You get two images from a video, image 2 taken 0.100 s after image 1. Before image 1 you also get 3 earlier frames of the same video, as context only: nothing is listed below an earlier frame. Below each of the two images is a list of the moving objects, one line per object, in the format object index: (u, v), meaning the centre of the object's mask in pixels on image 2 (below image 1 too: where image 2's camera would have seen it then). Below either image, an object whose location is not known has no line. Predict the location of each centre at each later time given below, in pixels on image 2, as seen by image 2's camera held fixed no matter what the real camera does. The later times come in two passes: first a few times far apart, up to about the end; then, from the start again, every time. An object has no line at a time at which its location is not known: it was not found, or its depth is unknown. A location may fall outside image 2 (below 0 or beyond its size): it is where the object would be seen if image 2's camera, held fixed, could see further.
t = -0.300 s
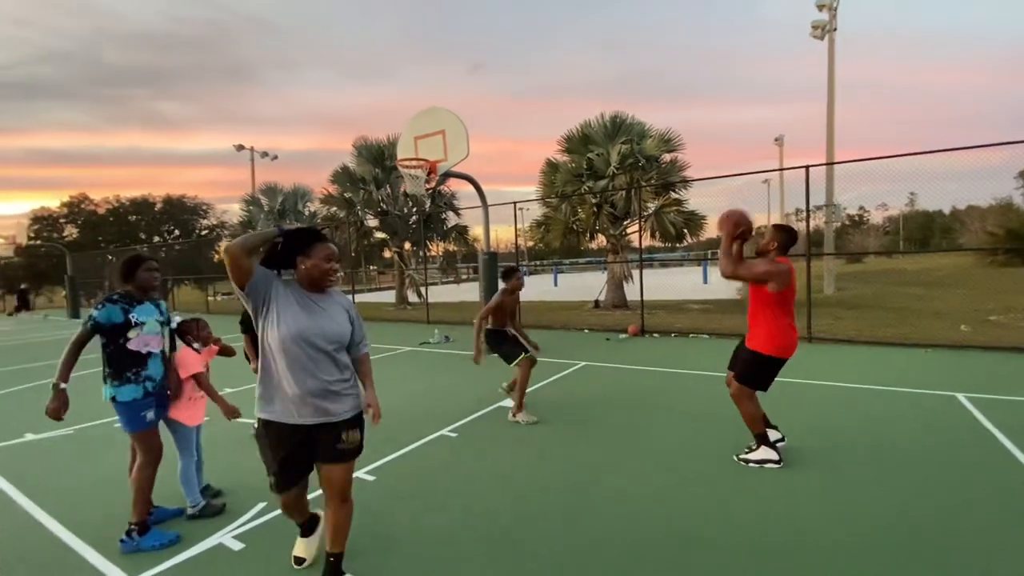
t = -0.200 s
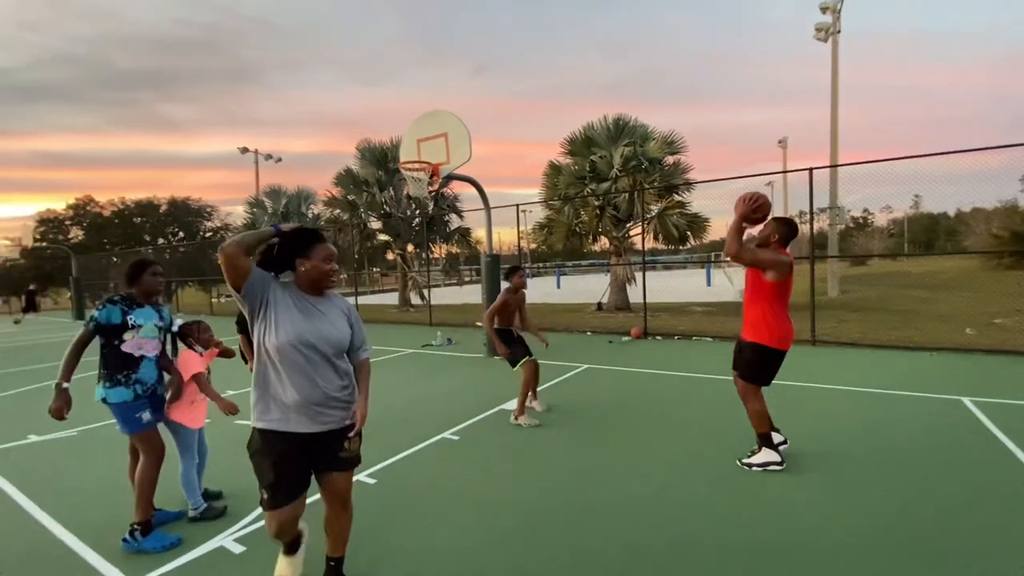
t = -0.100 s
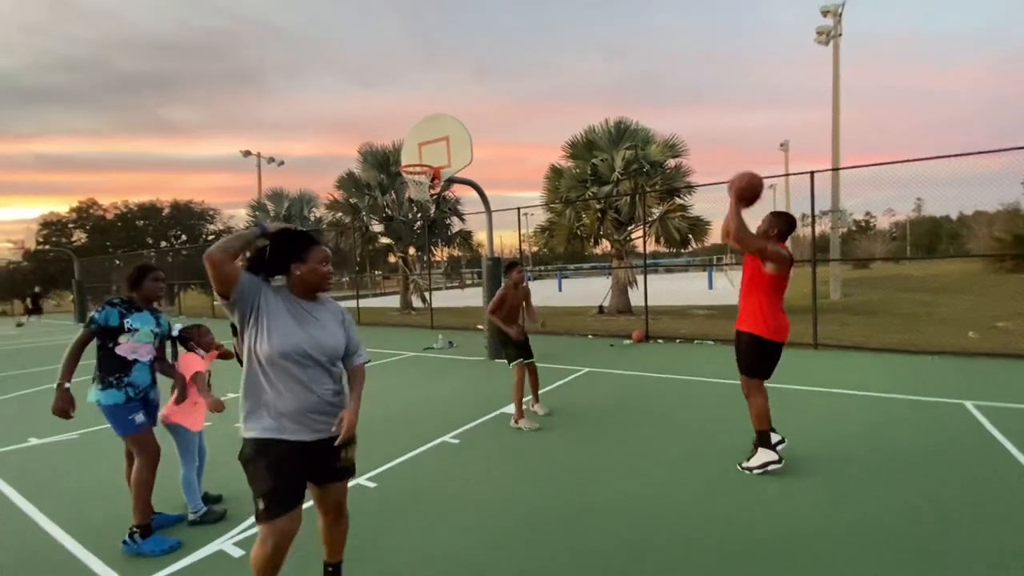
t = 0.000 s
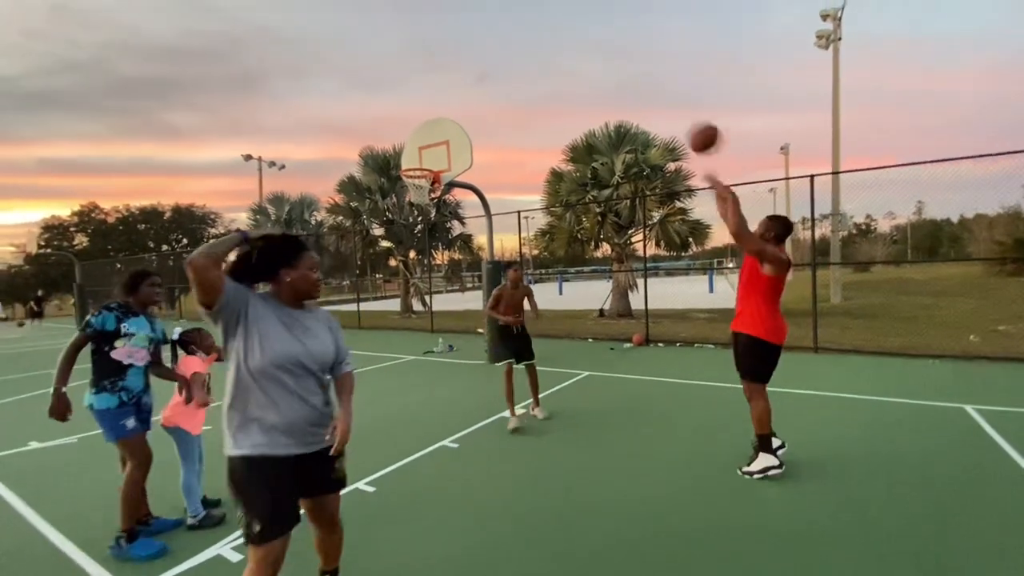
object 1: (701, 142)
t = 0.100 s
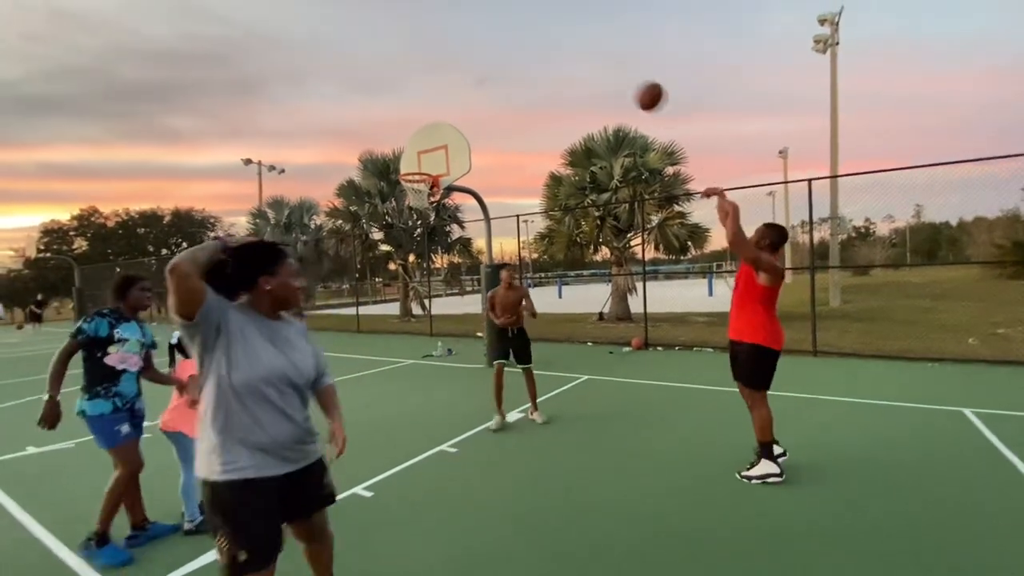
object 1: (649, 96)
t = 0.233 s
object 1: (592, 63)
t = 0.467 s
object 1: (515, 56)
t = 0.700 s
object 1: (463, 93)
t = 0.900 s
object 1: (429, 149)
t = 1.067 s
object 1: (432, 190)
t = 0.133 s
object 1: (634, 85)
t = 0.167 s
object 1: (619, 76)
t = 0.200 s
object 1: (605, 68)
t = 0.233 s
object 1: (592, 63)
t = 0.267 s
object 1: (579, 58)
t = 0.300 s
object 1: (567, 55)
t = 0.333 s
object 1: (555, 53)
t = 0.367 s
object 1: (545, 52)
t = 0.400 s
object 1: (534, 53)
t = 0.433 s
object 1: (525, 54)
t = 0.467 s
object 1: (515, 56)
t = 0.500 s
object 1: (507, 59)
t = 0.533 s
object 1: (498, 63)
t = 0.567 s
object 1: (491, 68)
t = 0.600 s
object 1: (483, 73)
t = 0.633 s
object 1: (476, 80)
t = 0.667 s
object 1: (469, 86)
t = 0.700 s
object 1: (463, 93)
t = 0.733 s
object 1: (456, 102)
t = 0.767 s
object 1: (450, 110)
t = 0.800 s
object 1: (445, 119)
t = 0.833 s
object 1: (439, 128)
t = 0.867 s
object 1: (434, 139)
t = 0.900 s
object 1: (429, 149)
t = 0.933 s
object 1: (424, 159)
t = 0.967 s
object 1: (419, 170)
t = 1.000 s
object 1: (416, 178)
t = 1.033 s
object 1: (425, 182)
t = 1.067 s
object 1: (432, 190)
